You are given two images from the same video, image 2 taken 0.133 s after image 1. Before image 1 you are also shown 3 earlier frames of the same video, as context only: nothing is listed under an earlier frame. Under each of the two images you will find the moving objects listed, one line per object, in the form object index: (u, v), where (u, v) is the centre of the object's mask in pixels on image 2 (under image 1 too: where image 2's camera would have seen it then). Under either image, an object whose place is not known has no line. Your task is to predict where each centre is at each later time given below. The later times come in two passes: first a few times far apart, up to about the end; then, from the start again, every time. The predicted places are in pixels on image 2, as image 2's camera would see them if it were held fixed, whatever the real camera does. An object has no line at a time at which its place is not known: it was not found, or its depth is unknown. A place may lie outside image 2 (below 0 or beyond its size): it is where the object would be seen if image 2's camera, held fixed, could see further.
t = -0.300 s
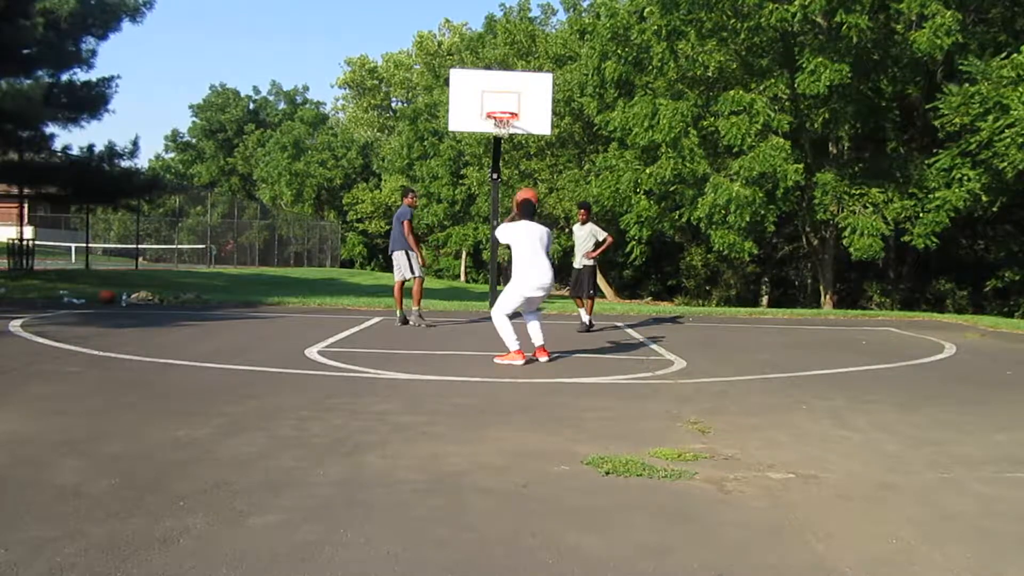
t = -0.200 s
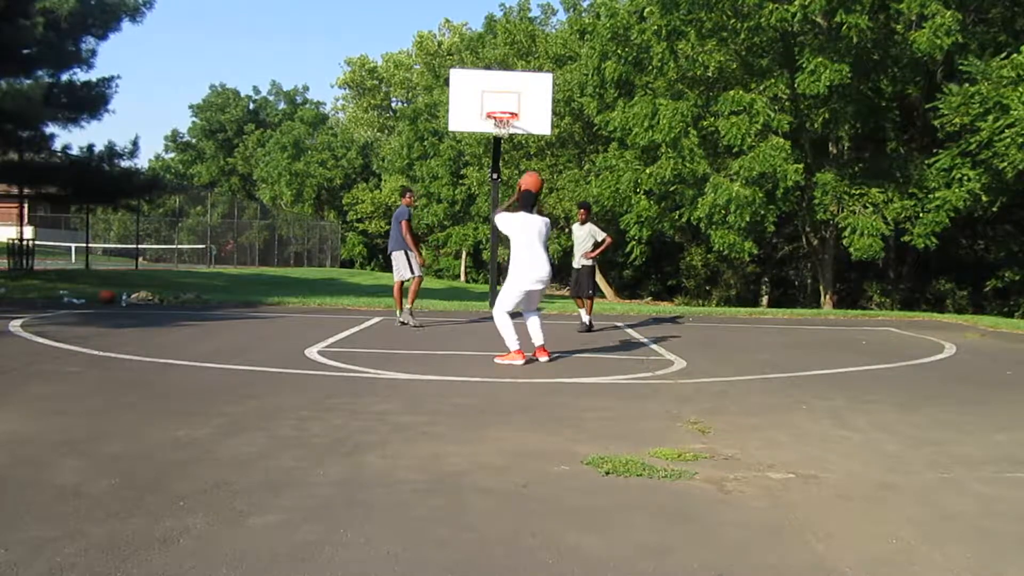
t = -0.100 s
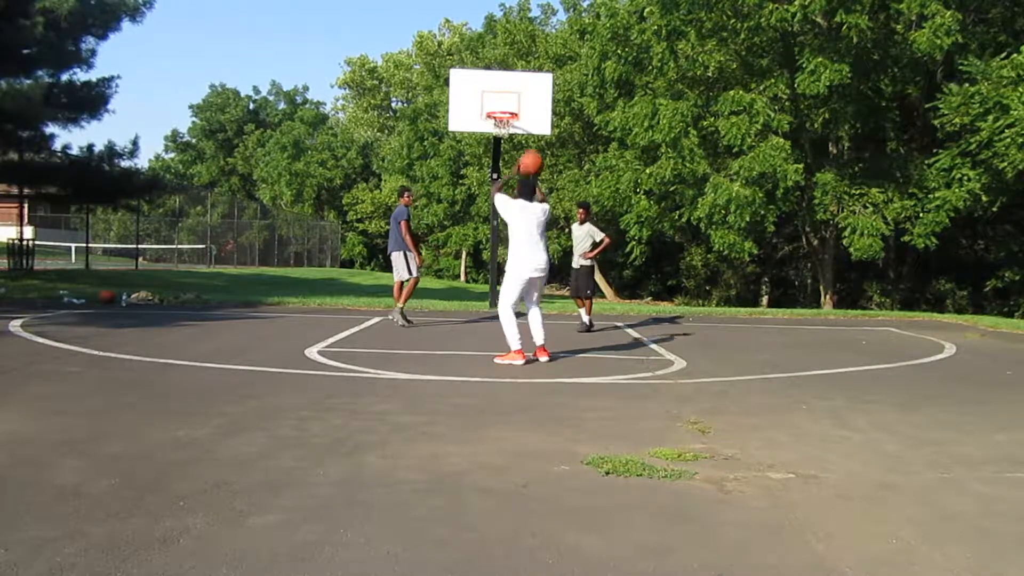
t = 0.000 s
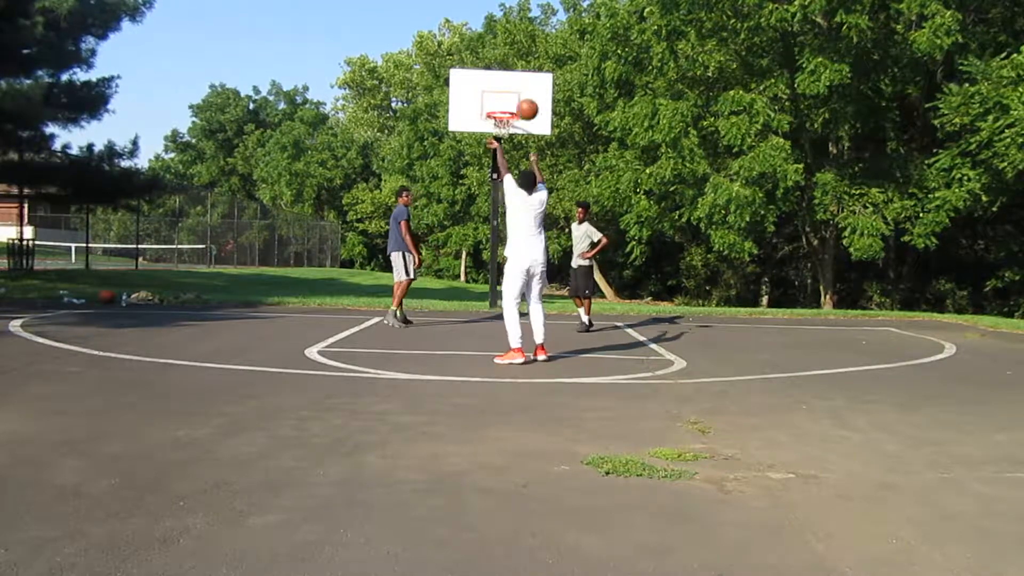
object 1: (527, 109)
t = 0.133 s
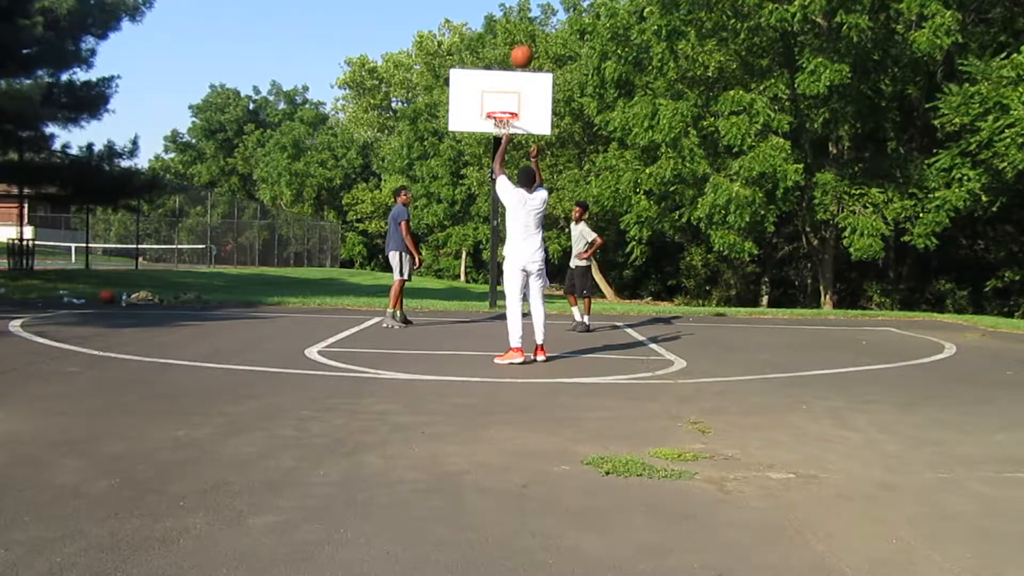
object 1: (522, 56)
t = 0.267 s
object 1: (517, 25)
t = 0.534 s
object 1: (509, 13)
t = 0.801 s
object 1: (501, 54)
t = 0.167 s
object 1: (520, 46)
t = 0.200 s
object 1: (519, 38)
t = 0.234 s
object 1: (518, 31)
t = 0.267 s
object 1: (517, 25)
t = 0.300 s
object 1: (515, 21)
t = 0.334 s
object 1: (514, 17)
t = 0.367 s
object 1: (513, 14)
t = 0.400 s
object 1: (512, 13)
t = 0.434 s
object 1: (511, 12)
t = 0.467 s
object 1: (510, 12)
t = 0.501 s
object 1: (509, 12)
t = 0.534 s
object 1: (509, 13)
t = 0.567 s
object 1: (507, 17)
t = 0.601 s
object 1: (506, 19)
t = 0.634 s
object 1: (506, 24)
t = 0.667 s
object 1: (504, 28)
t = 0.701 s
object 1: (503, 34)
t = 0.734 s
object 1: (503, 39)
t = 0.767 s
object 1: (502, 46)
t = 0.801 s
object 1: (501, 54)
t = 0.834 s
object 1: (500, 61)
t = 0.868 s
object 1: (500, 70)
